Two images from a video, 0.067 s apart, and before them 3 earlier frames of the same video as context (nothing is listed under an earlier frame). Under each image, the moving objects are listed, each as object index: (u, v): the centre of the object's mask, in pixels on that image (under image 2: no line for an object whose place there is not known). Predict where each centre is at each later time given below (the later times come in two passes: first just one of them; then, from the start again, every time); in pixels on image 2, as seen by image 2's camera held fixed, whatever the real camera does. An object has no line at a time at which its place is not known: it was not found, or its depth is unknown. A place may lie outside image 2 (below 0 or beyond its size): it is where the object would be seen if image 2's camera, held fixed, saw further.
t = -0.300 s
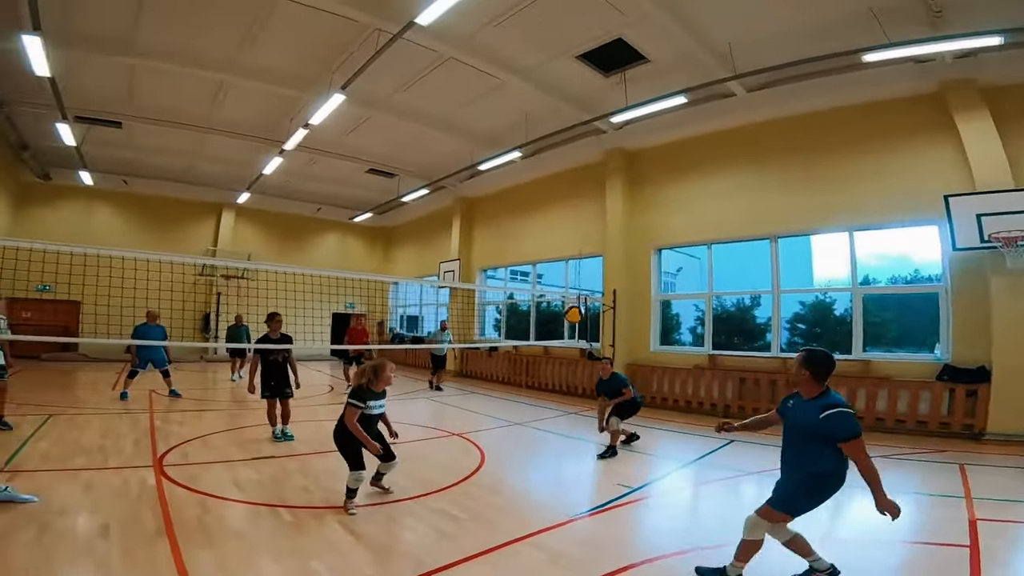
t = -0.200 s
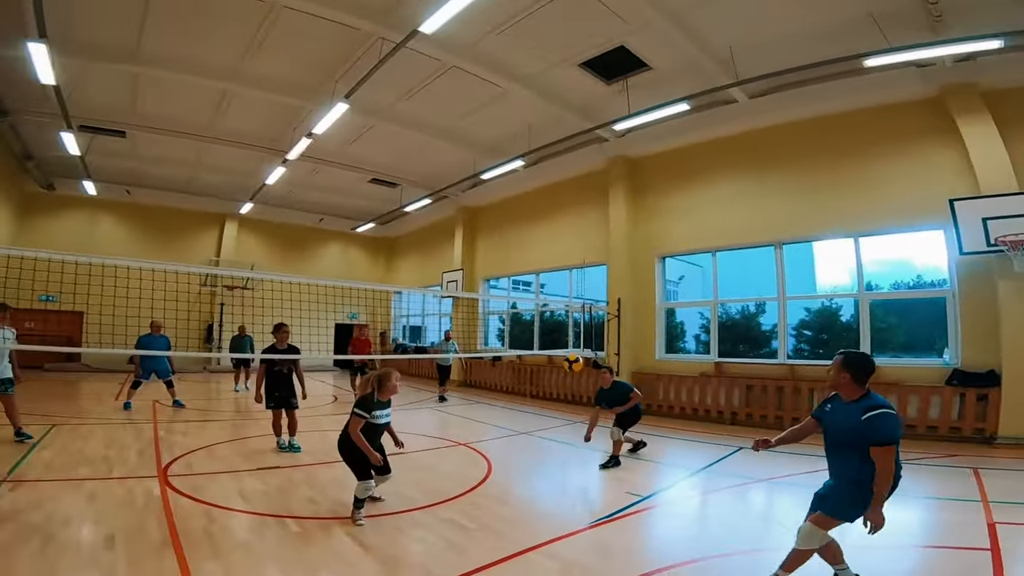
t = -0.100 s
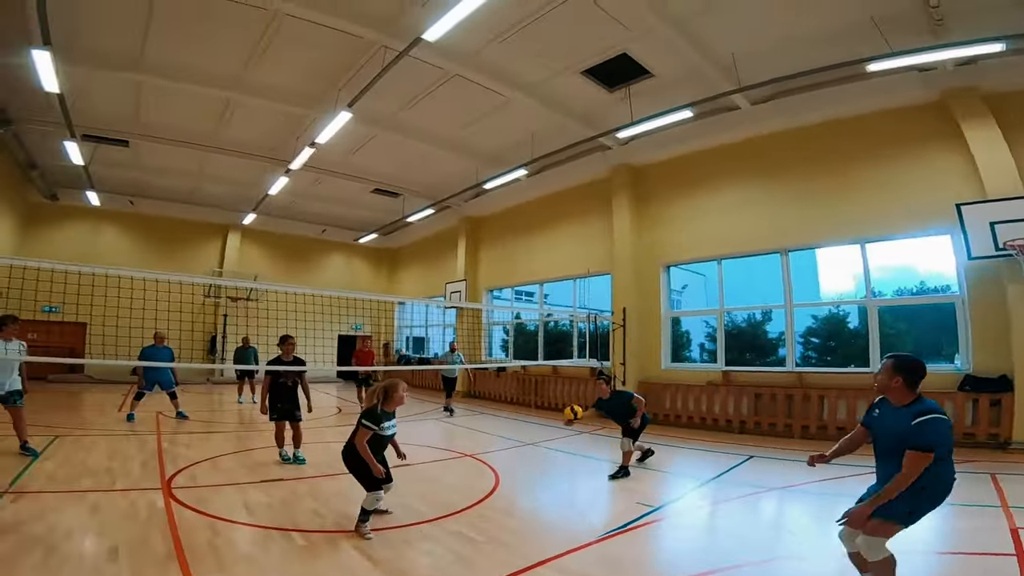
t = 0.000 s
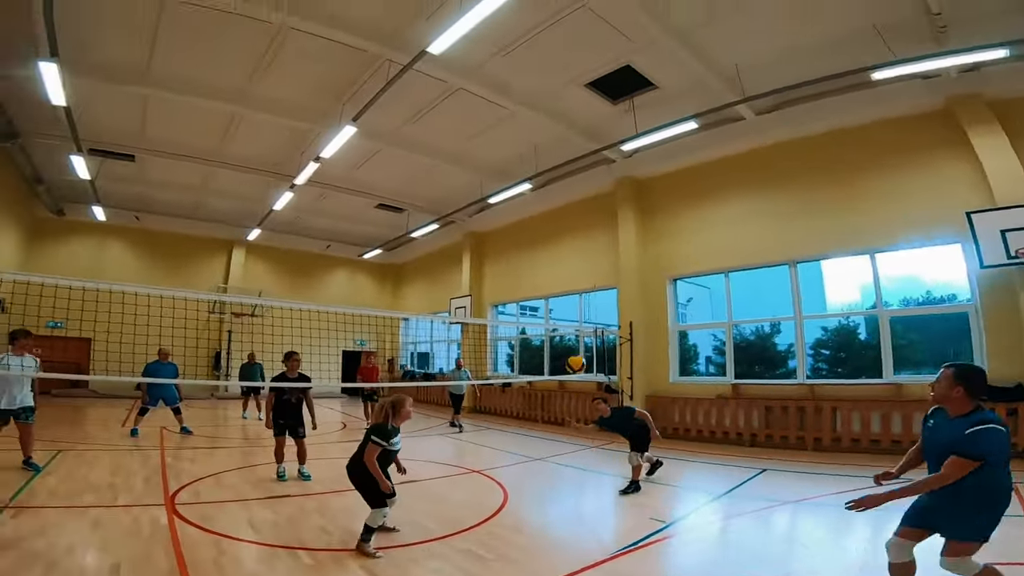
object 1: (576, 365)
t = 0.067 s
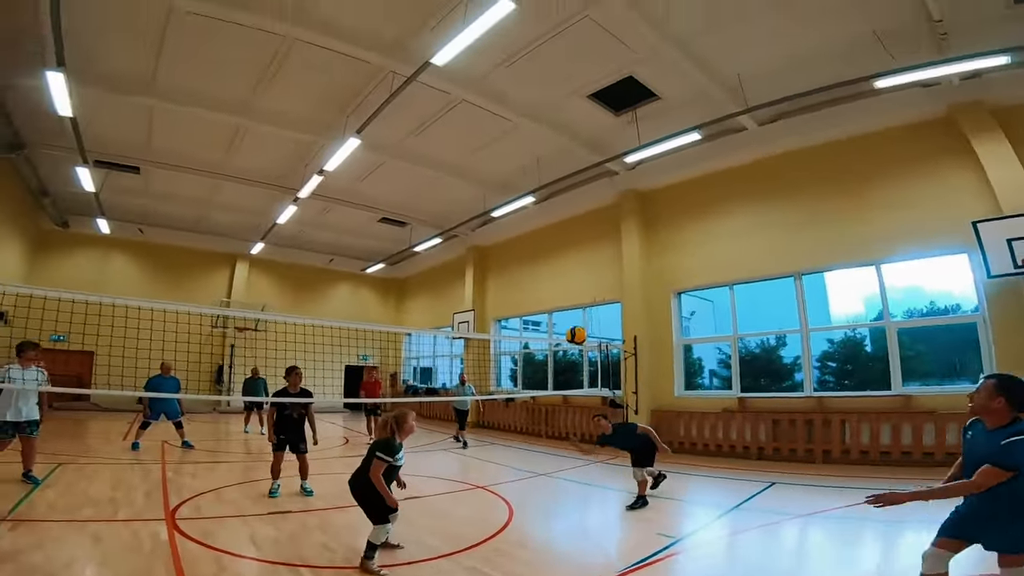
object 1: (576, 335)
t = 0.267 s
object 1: (562, 220)
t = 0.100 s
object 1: (574, 315)
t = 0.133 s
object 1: (573, 295)
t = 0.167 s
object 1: (570, 275)
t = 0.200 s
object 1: (568, 257)
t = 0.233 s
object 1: (565, 237)
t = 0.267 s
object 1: (562, 220)
